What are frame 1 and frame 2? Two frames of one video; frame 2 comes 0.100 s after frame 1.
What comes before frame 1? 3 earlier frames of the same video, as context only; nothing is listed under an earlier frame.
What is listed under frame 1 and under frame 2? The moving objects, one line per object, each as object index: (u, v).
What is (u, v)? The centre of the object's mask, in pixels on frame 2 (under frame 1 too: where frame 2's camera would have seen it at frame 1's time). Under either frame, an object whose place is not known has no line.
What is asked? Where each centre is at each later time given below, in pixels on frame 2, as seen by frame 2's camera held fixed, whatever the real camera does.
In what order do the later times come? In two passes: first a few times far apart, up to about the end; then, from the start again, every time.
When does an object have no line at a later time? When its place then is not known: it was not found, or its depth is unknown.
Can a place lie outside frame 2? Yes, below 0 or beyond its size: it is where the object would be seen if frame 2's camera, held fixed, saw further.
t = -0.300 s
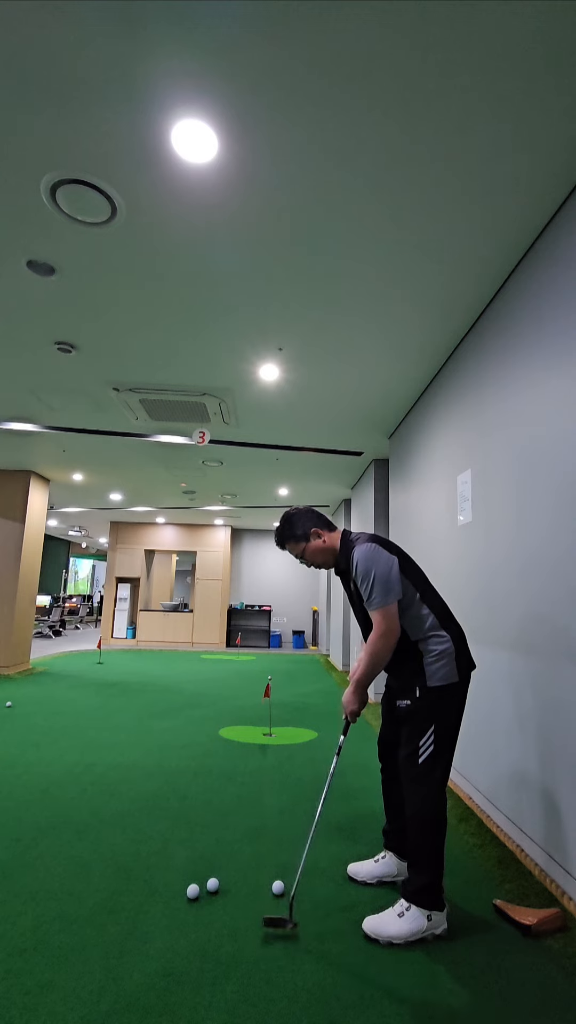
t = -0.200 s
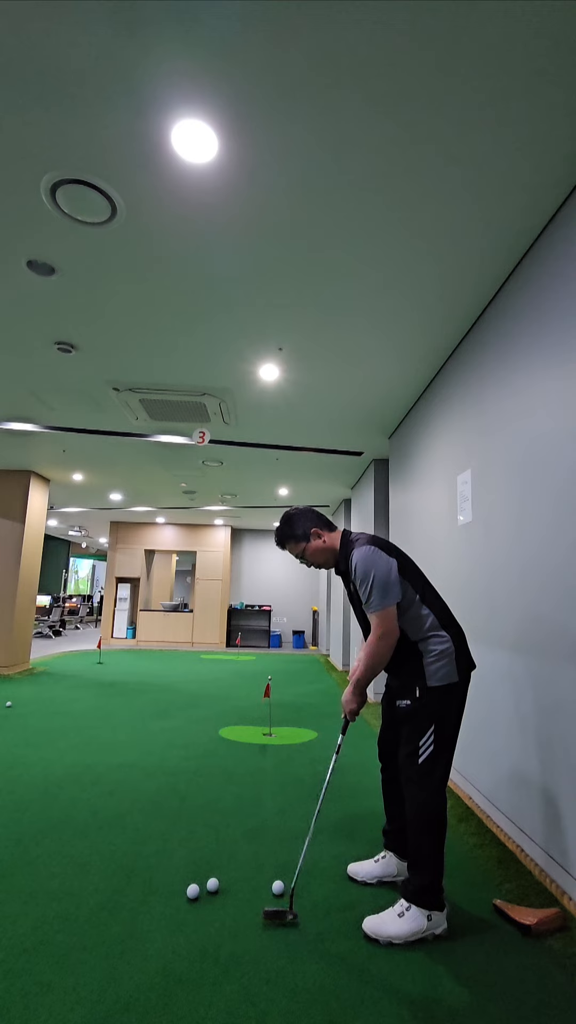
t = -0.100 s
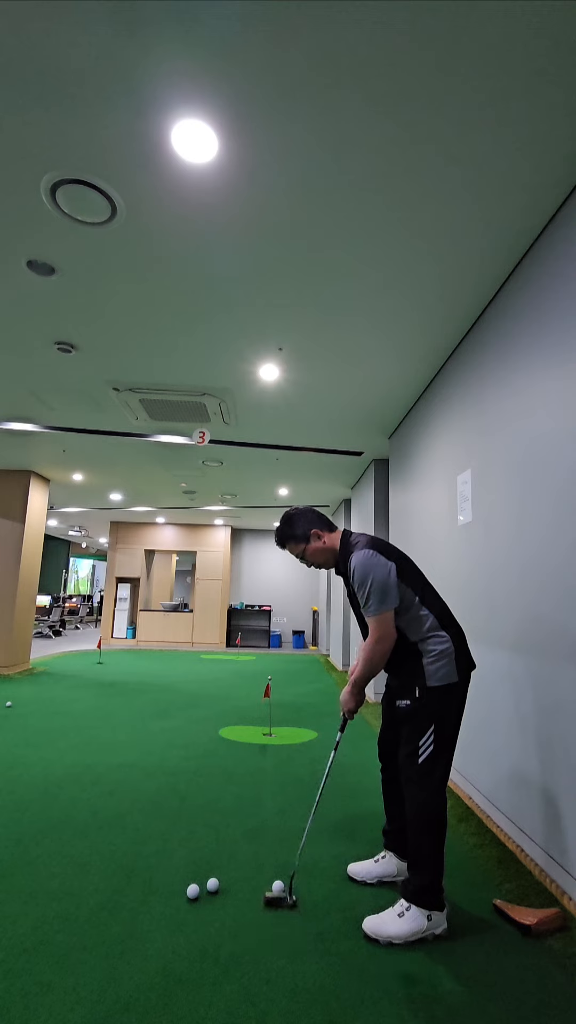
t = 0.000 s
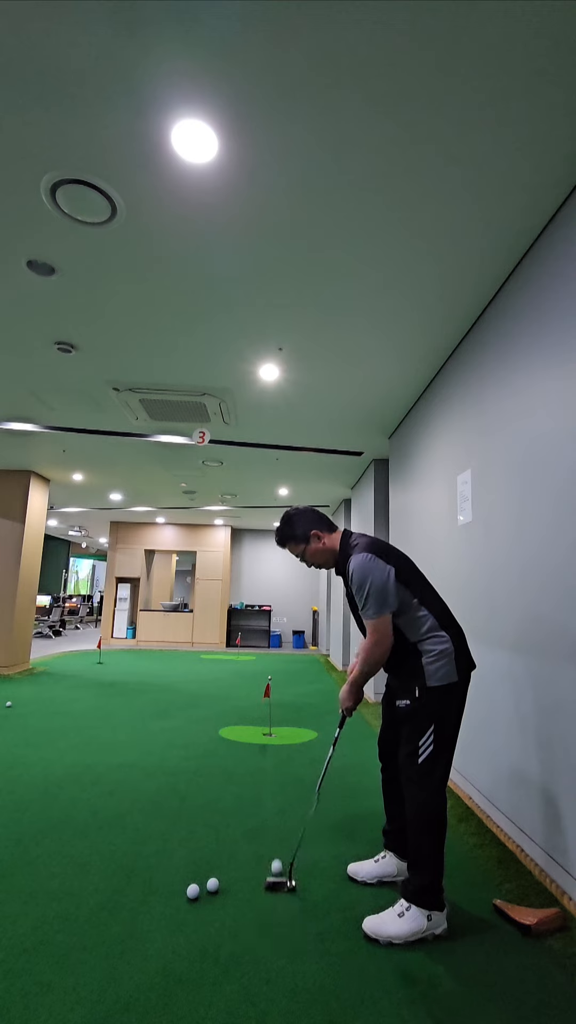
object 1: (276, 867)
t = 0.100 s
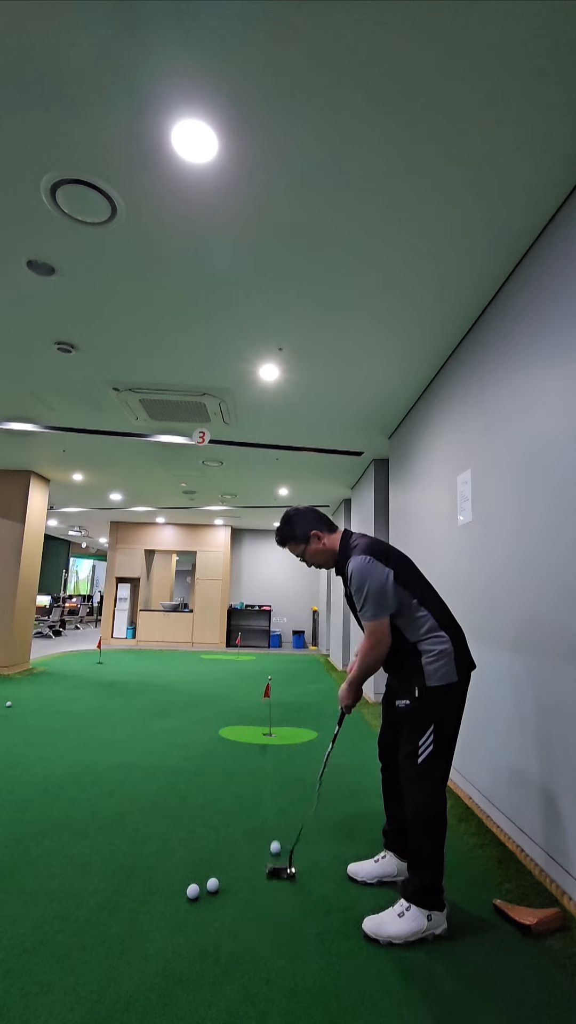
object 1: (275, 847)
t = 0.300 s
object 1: (274, 819)
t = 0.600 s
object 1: (274, 791)
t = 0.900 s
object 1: (274, 770)
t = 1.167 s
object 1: (275, 758)
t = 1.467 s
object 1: (275, 747)
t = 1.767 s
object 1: (274, 738)
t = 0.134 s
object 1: (275, 842)
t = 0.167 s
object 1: (275, 837)
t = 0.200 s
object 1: (275, 832)
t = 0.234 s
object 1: (275, 828)
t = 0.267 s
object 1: (274, 823)
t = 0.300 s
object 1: (274, 819)
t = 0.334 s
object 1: (274, 815)
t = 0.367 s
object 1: (274, 812)
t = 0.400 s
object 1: (274, 808)
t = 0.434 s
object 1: (274, 805)
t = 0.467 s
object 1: (274, 802)
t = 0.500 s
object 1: (274, 799)
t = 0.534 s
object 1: (274, 796)
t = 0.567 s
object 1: (274, 793)
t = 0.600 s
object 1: (274, 791)
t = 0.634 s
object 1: (274, 788)
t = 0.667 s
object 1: (274, 786)
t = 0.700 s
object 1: (274, 783)
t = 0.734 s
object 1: (274, 781)
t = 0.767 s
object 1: (274, 779)
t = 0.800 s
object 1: (274, 777)
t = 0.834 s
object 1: (274, 775)
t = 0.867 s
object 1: (274, 773)
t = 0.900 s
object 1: (274, 770)
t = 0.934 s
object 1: (274, 769)
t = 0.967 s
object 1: (274, 767)
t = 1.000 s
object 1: (274, 765)
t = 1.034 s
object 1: (274, 764)
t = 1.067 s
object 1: (274, 762)
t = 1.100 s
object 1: (275, 761)
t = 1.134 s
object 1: (275, 759)
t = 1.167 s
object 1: (275, 758)
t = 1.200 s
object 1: (275, 756)
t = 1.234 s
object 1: (275, 755)
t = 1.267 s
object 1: (275, 754)
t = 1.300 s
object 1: (275, 752)
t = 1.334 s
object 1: (275, 751)
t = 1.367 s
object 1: (275, 750)
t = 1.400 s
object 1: (275, 749)
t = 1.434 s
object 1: (275, 748)
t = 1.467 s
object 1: (275, 747)
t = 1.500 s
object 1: (275, 746)
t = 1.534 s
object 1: (275, 745)
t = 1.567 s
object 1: (275, 744)
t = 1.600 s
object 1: (274, 743)
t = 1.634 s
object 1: (274, 742)
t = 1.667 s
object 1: (274, 741)
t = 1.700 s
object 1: (274, 740)
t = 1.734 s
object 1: (274, 740)
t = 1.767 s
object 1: (274, 738)
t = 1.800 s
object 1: (274, 738)
